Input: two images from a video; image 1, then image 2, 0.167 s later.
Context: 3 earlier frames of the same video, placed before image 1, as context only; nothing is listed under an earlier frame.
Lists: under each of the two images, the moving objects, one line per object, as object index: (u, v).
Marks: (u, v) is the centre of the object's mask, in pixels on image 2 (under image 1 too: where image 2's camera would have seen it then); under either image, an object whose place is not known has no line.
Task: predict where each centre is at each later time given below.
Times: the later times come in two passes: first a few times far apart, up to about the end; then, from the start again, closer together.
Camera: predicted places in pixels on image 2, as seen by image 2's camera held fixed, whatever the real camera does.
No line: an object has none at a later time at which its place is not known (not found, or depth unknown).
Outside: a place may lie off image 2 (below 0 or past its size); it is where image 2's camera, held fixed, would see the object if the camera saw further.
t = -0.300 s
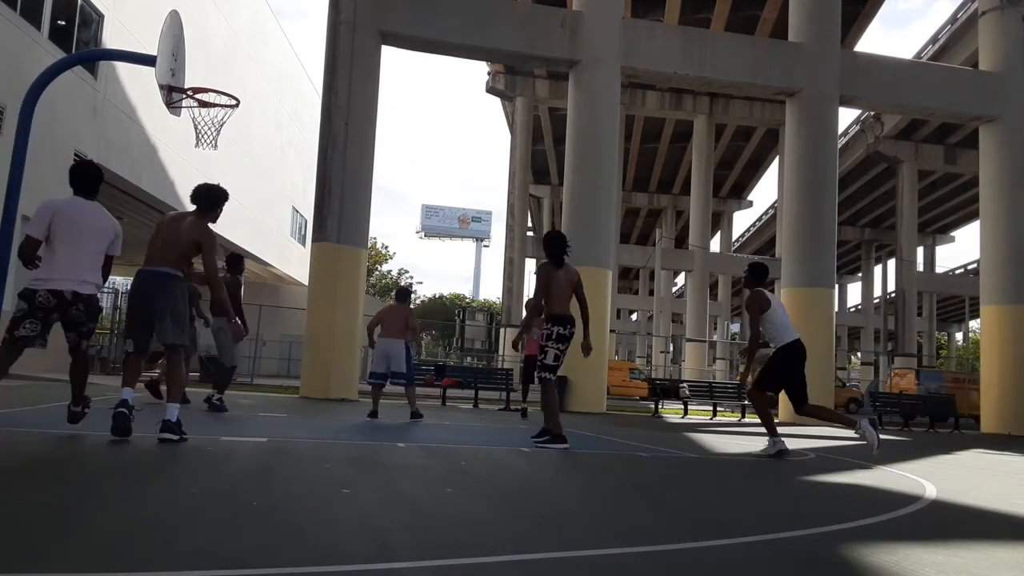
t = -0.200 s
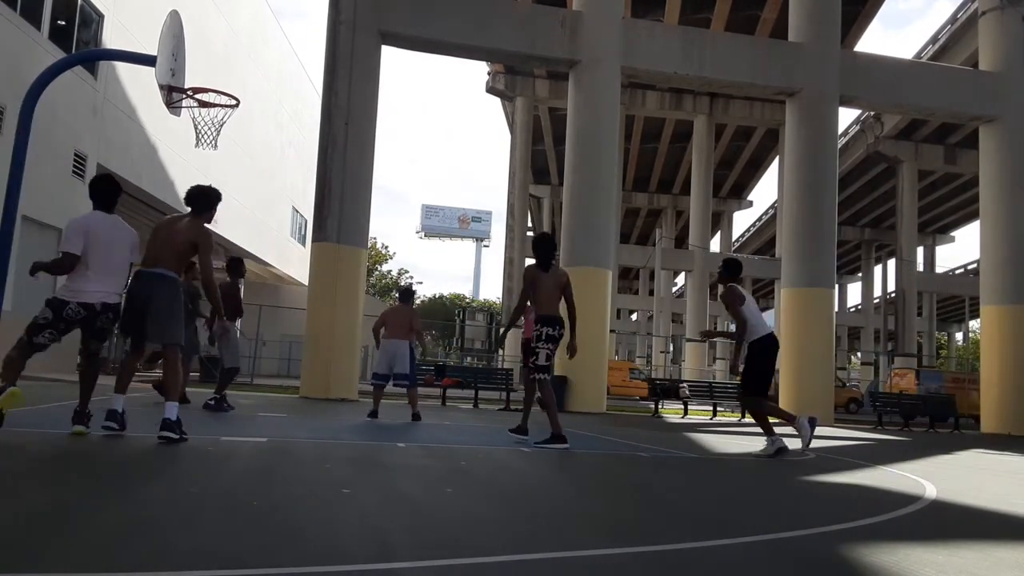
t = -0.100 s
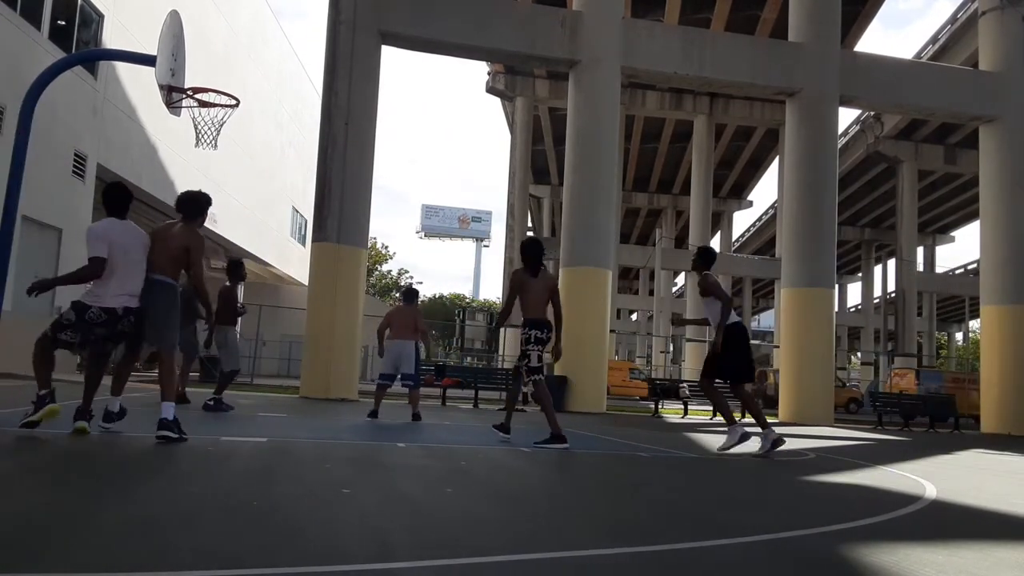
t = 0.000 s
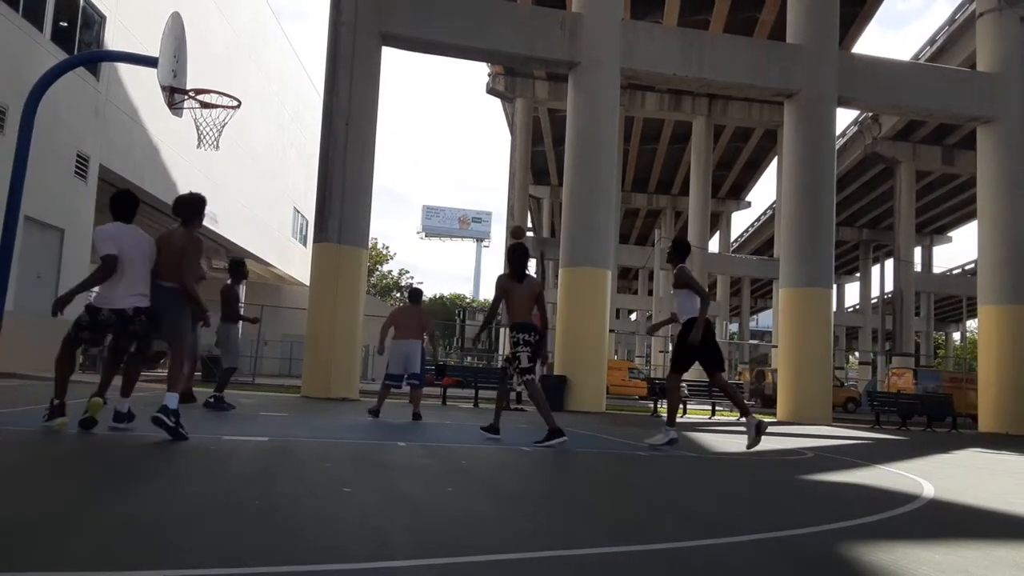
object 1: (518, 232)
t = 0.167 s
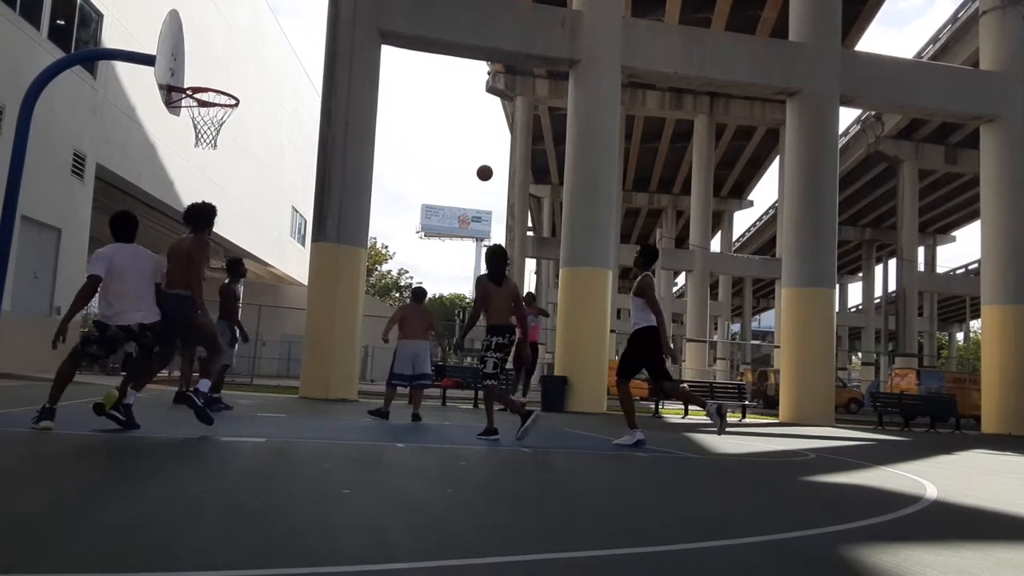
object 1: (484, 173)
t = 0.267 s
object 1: (461, 142)
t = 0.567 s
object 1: (380, 81)
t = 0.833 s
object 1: (278, 75)
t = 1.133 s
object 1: (195, 30)
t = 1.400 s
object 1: (223, 8)
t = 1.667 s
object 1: (244, 50)
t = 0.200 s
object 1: (477, 162)
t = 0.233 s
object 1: (470, 152)
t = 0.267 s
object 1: (461, 142)
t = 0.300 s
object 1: (453, 133)
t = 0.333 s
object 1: (446, 125)
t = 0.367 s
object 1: (438, 117)
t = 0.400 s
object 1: (429, 109)
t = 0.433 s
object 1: (420, 103)
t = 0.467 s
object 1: (410, 96)
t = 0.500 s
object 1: (400, 91)
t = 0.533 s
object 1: (390, 86)
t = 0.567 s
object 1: (380, 81)
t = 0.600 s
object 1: (369, 78)
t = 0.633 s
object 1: (357, 75)
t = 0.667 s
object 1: (346, 73)
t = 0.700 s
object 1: (333, 72)
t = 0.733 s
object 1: (321, 71)
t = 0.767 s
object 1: (307, 71)
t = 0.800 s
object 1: (293, 73)
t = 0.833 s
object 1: (278, 75)
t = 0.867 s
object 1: (263, 79)
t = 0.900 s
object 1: (247, 84)
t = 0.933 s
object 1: (230, 89)
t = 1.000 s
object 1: (212, 78)
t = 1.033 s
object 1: (208, 65)
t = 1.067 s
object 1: (204, 52)
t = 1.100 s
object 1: (199, 41)
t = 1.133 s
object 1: (195, 30)
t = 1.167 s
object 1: (198, 23)
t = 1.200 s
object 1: (202, 18)
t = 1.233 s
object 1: (205, 13)
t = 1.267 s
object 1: (209, 10)
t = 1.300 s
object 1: (213, 9)
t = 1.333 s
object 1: (216, 8)
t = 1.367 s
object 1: (219, 8)
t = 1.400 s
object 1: (223, 8)
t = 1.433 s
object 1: (226, 9)
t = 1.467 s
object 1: (228, 11)
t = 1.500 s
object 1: (231, 14)
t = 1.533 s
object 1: (234, 19)
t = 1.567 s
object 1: (236, 25)
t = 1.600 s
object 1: (239, 33)
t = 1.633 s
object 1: (242, 41)
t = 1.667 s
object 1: (244, 50)
